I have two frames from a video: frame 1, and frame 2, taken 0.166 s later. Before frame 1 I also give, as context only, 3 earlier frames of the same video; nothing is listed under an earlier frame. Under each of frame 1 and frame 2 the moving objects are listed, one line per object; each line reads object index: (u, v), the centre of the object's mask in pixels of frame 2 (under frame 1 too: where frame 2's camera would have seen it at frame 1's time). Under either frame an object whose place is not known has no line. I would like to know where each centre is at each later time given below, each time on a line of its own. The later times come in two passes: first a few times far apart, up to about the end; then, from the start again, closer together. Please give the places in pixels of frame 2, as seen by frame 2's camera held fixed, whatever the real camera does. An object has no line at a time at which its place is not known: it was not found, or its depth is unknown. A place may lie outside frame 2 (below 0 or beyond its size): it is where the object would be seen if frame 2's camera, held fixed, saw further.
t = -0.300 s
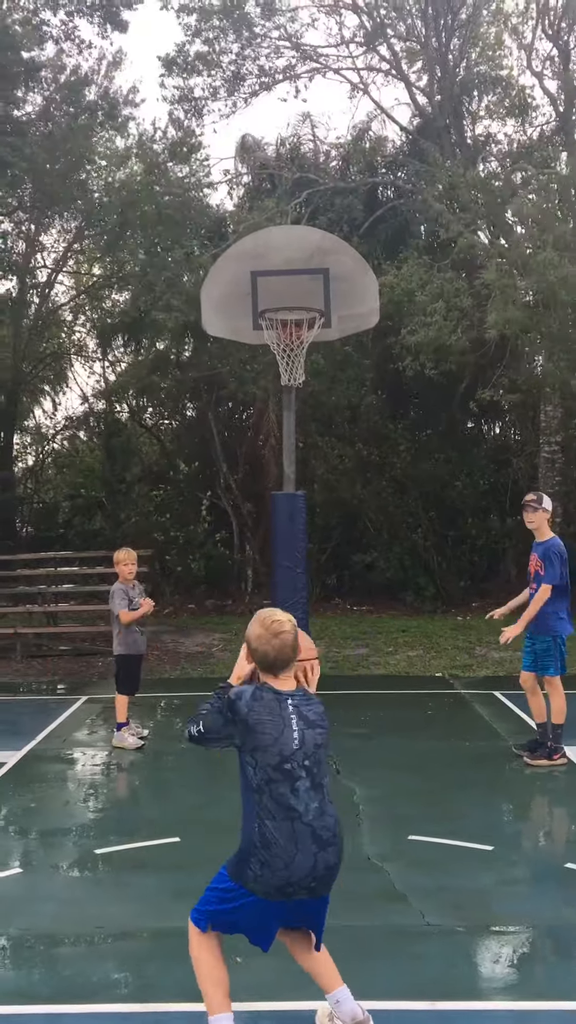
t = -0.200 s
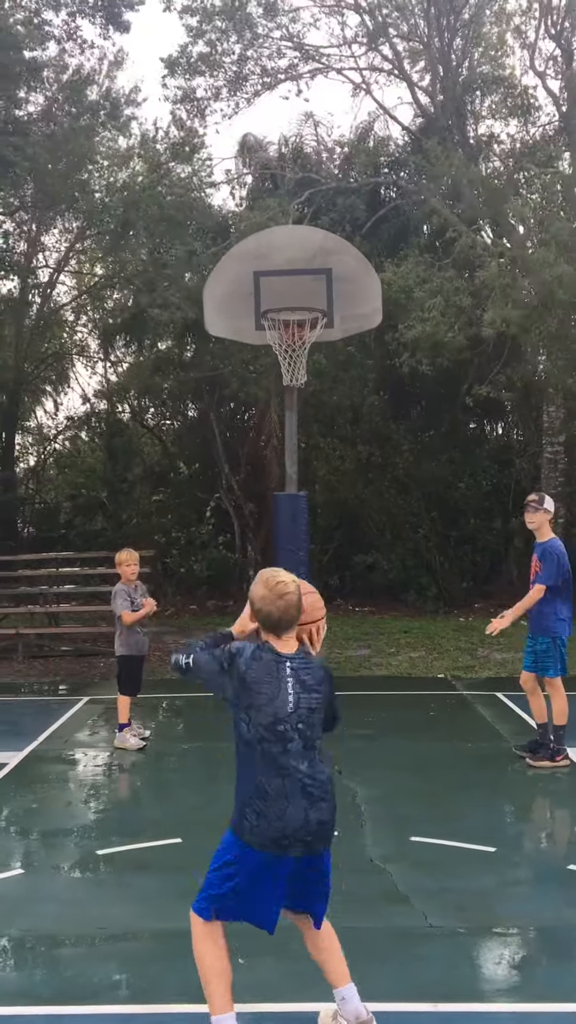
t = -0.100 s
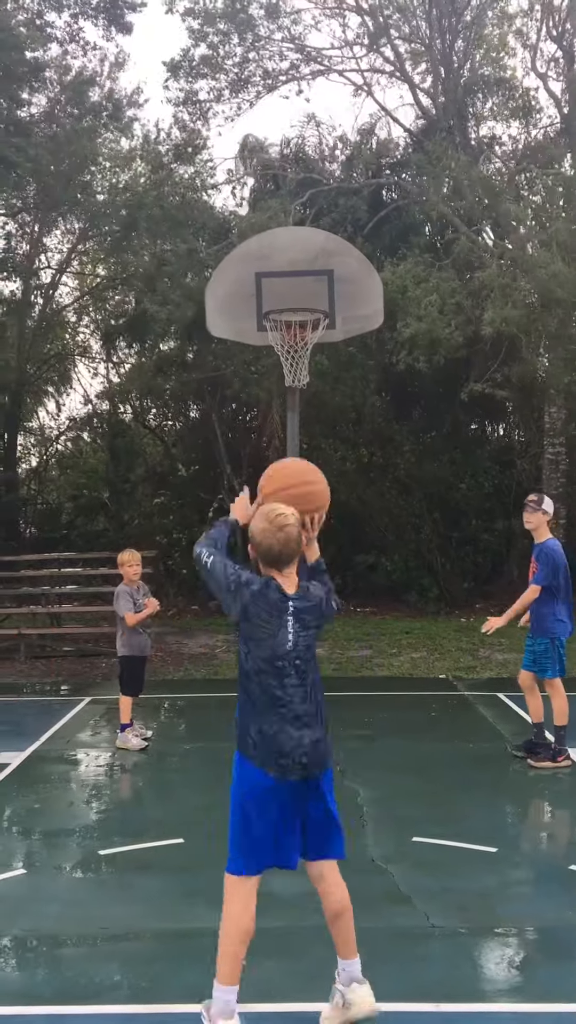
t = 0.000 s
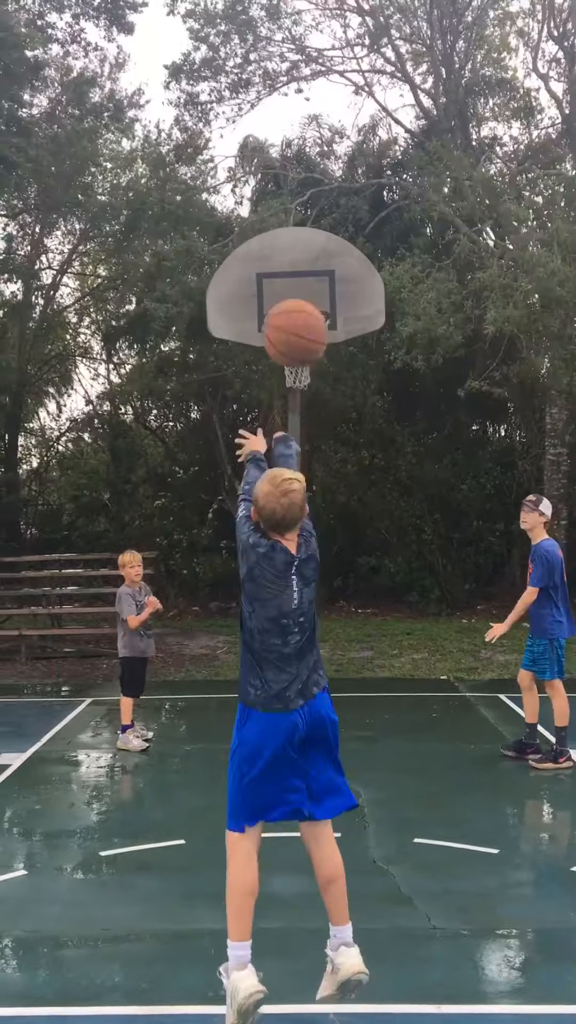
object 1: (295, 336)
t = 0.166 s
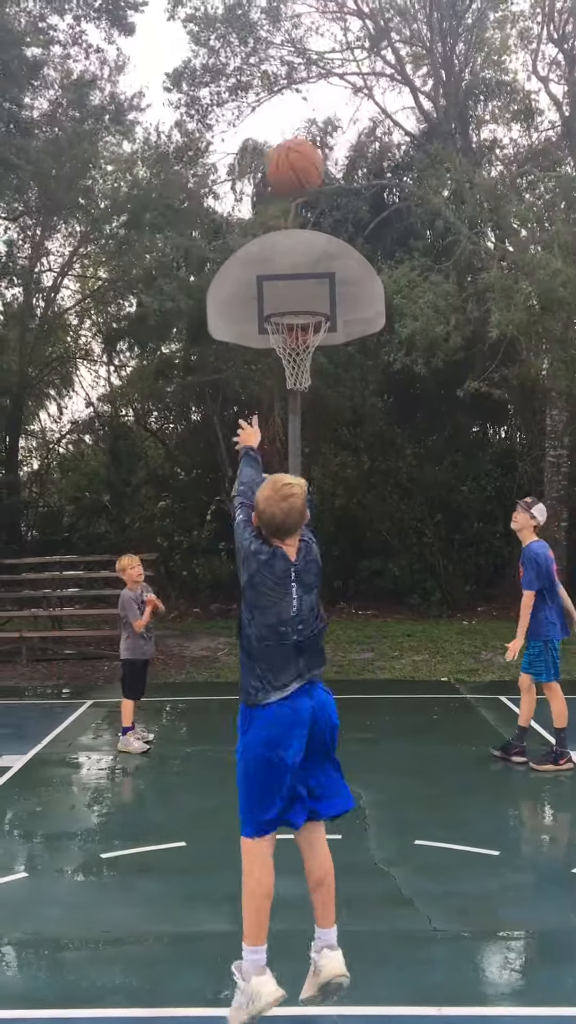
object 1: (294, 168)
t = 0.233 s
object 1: (296, 132)
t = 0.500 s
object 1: (301, 99)
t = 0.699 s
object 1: (305, 153)
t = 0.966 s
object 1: (310, 297)
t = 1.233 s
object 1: (356, 201)
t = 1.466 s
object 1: (403, 190)
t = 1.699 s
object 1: (455, 266)
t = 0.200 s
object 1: (295, 149)
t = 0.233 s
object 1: (296, 132)
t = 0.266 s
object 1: (297, 120)
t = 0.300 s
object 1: (297, 109)
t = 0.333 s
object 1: (297, 101)
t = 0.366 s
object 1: (298, 97)
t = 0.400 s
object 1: (298, 94)
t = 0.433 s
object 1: (299, 94)
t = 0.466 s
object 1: (299, 95)
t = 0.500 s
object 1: (301, 99)
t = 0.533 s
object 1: (301, 105)
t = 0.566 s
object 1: (302, 112)
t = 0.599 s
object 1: (302, 121)
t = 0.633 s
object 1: (304, 131)
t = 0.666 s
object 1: (304, 143)
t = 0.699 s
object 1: (305, 153)
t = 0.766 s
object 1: (306, 184)
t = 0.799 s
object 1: (307, 201)
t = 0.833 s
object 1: (307, 219)
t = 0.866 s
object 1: (307, 238)
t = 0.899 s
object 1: (308, 257)
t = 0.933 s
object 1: (309, 278)
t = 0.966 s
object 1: (310, 297)
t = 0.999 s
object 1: (315, 283)
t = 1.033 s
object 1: (321, 268)
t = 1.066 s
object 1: (326, 253)
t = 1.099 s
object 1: (332, 239)
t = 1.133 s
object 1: (338, 226)
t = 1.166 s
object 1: (344, 218)
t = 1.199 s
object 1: (351, 207)
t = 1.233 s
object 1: (356, 201)
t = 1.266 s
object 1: (363, 192)
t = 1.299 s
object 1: (369, 190)
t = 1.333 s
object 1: (374, 188)
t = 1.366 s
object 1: (382, 186)
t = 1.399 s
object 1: (389, 187)
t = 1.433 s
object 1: (396, 188)
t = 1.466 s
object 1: (403, 190)
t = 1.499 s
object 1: (410, 195)
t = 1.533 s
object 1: (417, 205)
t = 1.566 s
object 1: (424, 213)
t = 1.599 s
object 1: (433, 224)
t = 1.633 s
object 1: (440, 237)
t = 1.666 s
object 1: (448, 251)
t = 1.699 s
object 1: (455, 266)
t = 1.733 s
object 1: (463, 285)
